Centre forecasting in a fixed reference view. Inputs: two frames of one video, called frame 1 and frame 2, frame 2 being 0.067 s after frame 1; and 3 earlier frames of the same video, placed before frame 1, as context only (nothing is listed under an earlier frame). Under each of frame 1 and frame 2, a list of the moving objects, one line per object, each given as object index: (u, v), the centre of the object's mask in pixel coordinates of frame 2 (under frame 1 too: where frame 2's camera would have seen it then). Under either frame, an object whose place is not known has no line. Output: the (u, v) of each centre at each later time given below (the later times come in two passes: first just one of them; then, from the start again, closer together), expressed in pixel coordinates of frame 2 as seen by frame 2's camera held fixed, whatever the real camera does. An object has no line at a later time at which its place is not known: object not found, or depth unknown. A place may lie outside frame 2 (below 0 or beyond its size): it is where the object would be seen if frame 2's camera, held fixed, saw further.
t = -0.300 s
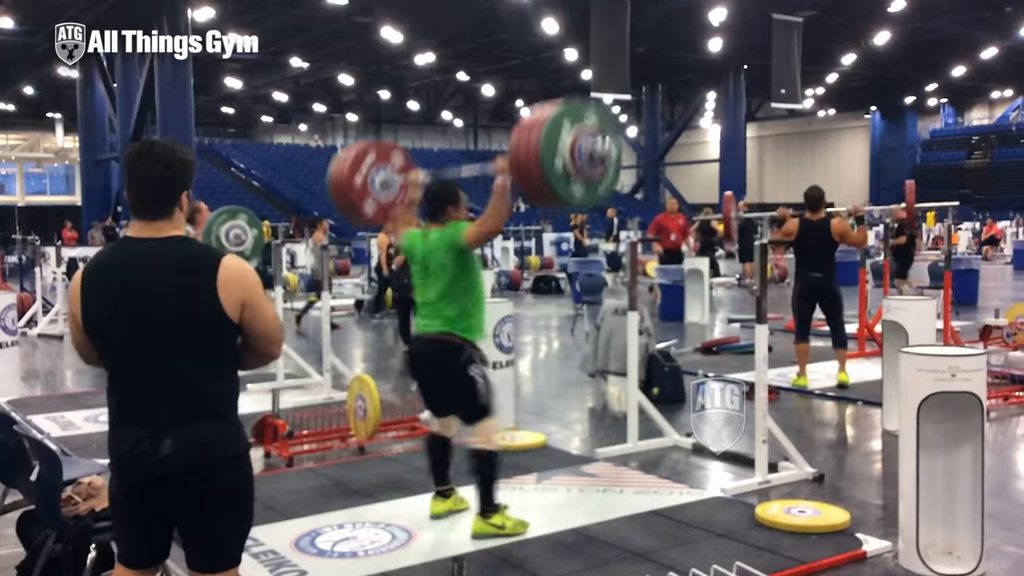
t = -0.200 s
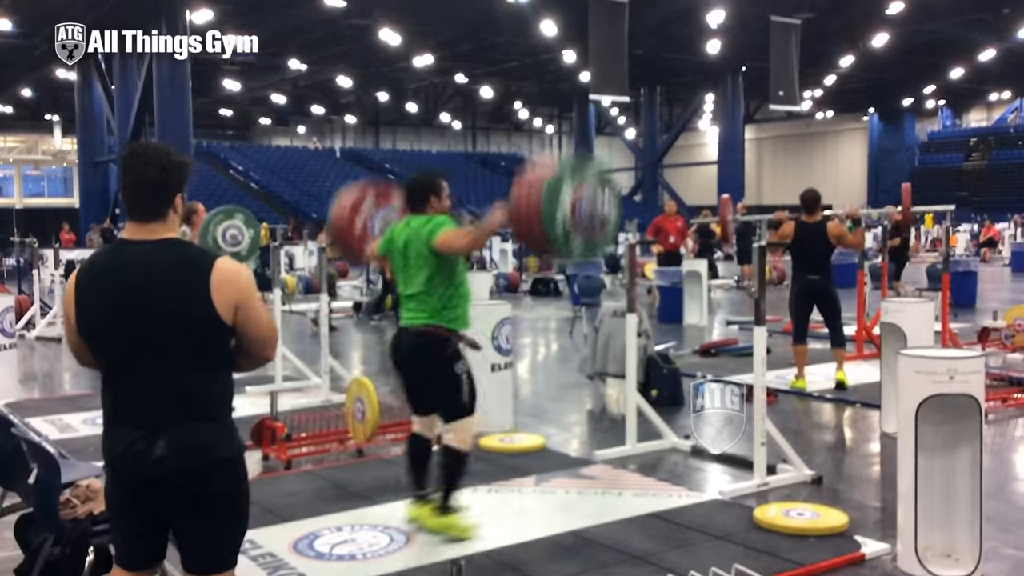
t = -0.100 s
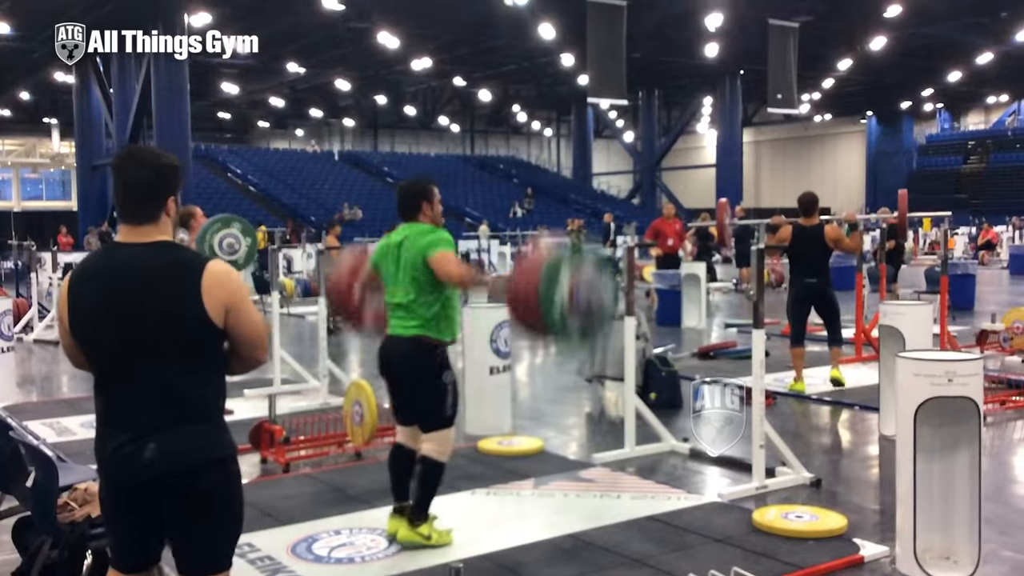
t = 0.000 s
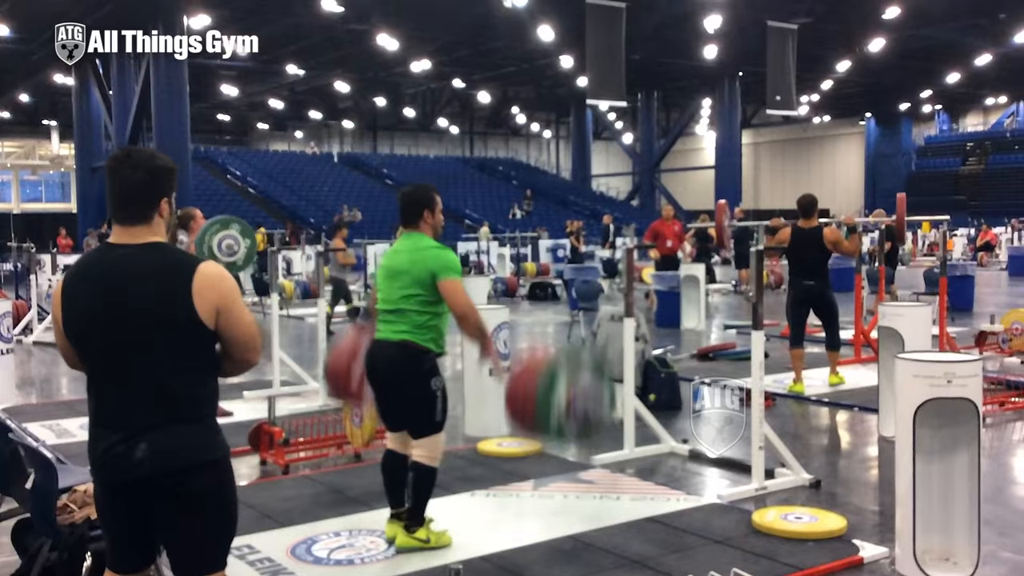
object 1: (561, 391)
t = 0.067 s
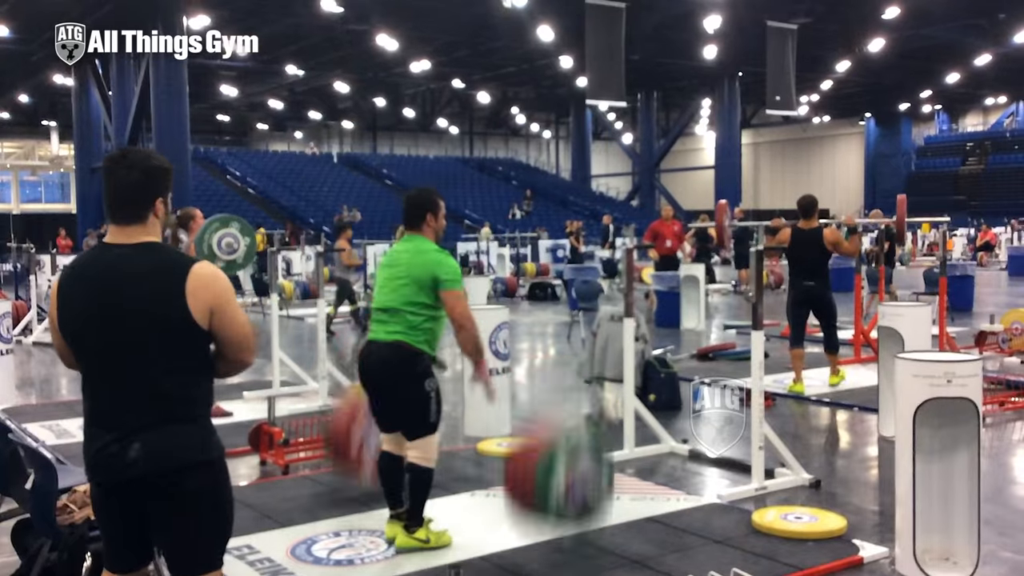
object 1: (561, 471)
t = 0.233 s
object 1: (557, 443)
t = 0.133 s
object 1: (558, 505)
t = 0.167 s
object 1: (557, 480)
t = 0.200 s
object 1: (557, 461)
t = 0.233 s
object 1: (557, 443)
